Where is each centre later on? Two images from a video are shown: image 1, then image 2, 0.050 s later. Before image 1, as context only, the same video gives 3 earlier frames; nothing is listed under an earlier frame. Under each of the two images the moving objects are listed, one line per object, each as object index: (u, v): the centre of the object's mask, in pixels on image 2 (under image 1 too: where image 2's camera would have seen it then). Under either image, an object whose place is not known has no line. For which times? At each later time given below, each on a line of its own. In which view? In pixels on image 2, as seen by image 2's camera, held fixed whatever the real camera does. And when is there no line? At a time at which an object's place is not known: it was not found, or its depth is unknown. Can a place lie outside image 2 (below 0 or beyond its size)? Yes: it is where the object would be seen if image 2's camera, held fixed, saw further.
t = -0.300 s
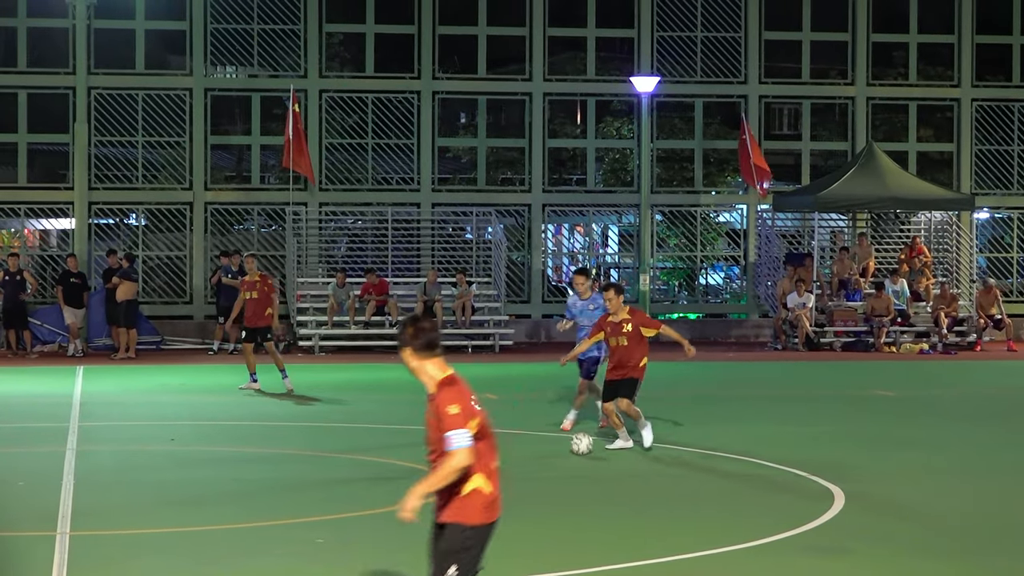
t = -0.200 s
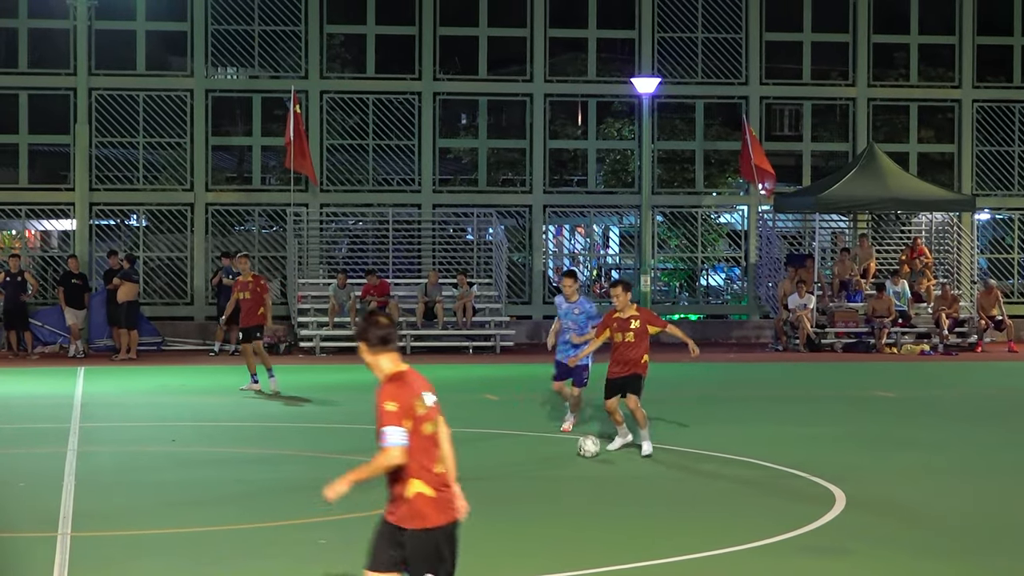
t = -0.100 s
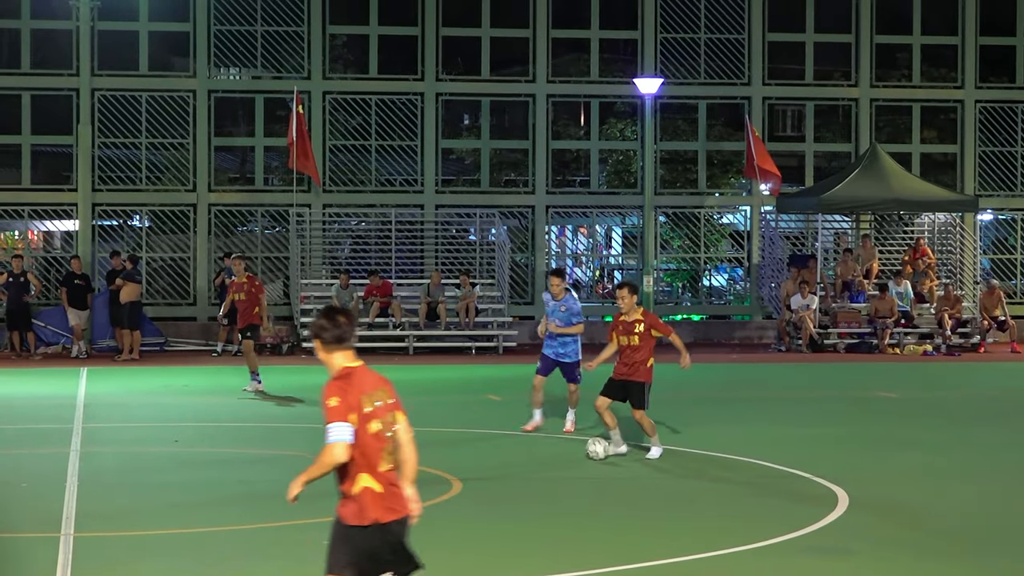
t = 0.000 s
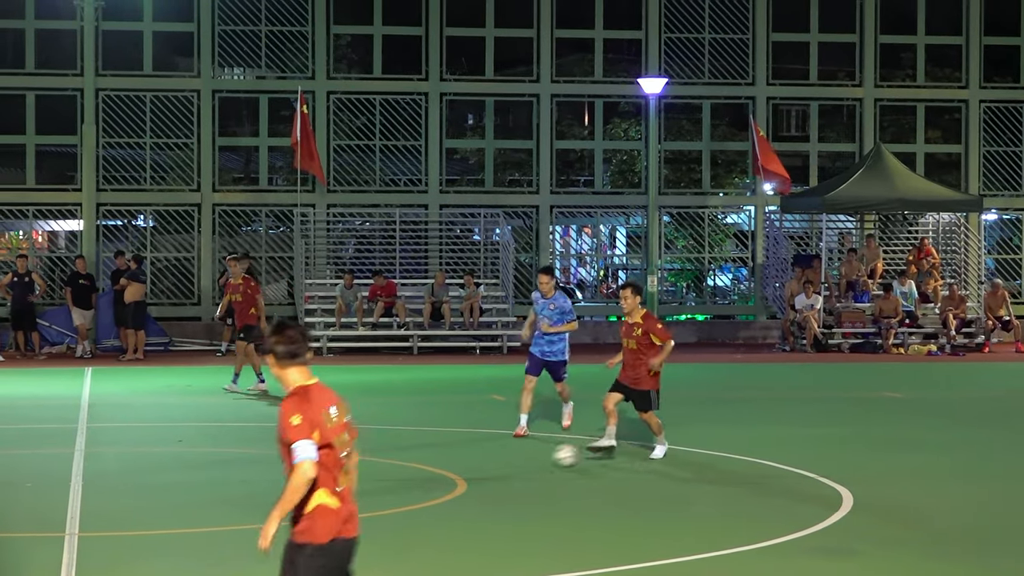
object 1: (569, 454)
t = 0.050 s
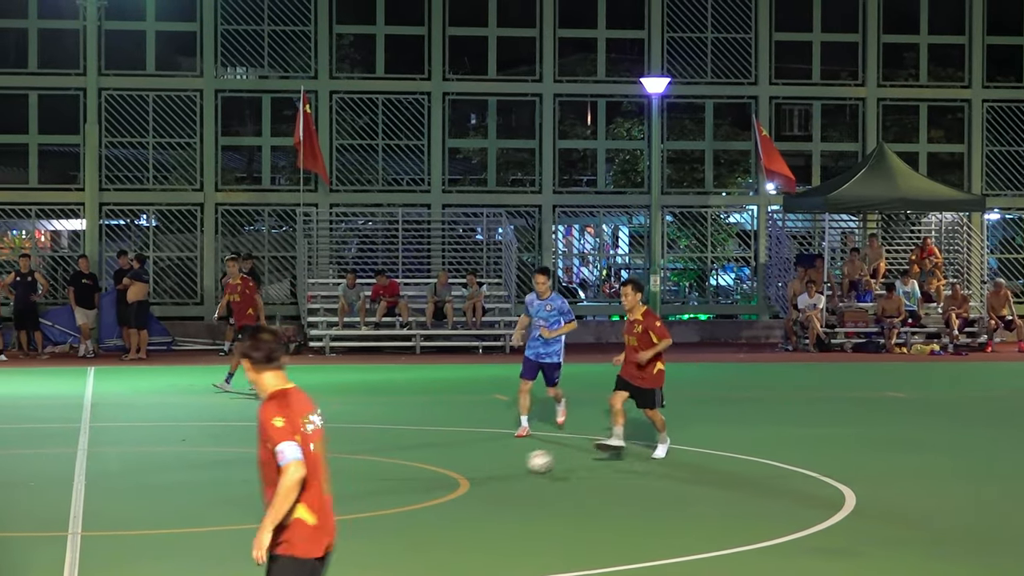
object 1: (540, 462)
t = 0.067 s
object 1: (530, 462)
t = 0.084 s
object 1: (519, 464)
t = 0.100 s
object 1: (510, 467)
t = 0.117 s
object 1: (500, 469)
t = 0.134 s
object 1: (490, 472)
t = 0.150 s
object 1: (480, 474)
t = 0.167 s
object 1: (470, 476)
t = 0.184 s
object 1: (460, 477)
